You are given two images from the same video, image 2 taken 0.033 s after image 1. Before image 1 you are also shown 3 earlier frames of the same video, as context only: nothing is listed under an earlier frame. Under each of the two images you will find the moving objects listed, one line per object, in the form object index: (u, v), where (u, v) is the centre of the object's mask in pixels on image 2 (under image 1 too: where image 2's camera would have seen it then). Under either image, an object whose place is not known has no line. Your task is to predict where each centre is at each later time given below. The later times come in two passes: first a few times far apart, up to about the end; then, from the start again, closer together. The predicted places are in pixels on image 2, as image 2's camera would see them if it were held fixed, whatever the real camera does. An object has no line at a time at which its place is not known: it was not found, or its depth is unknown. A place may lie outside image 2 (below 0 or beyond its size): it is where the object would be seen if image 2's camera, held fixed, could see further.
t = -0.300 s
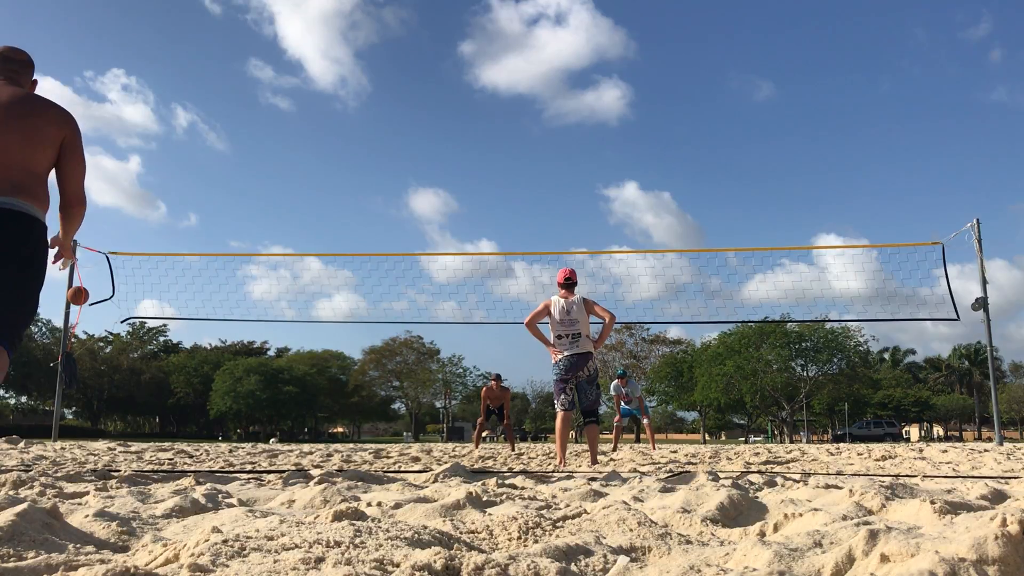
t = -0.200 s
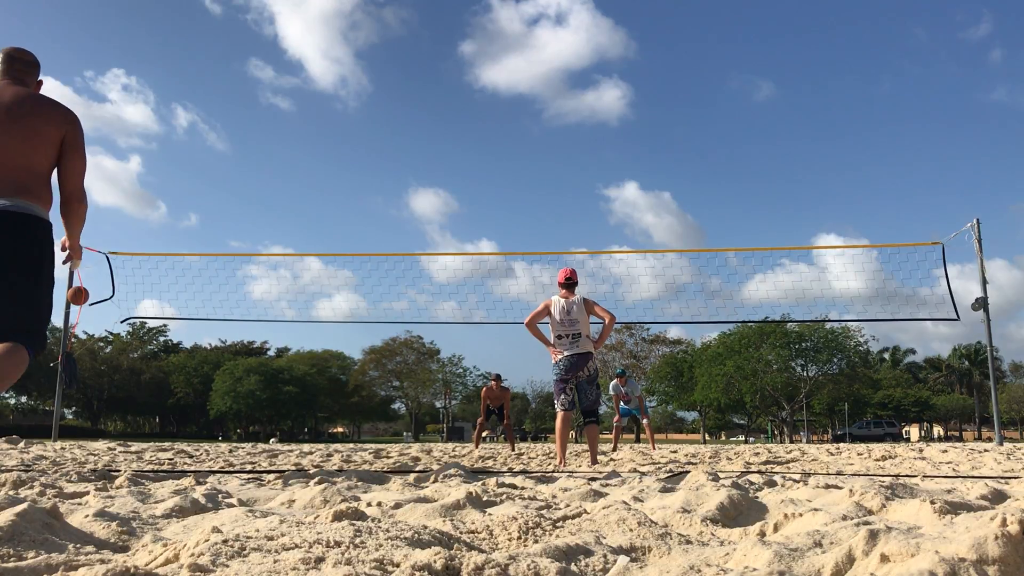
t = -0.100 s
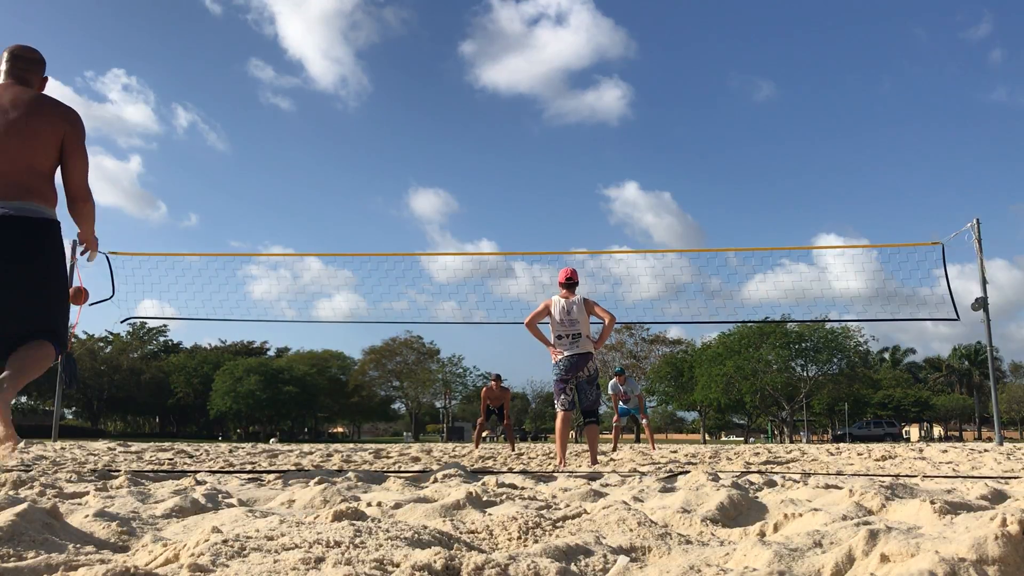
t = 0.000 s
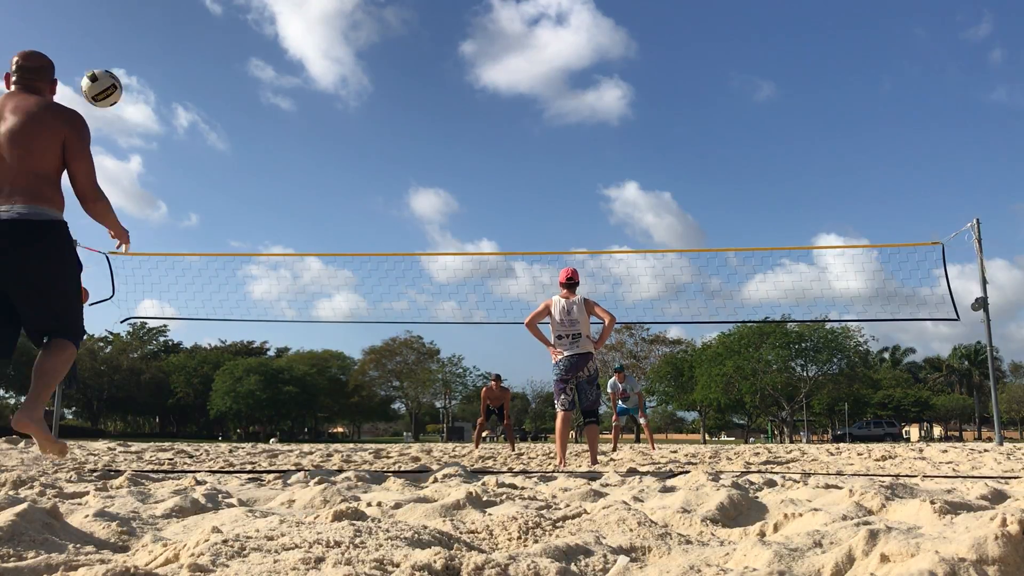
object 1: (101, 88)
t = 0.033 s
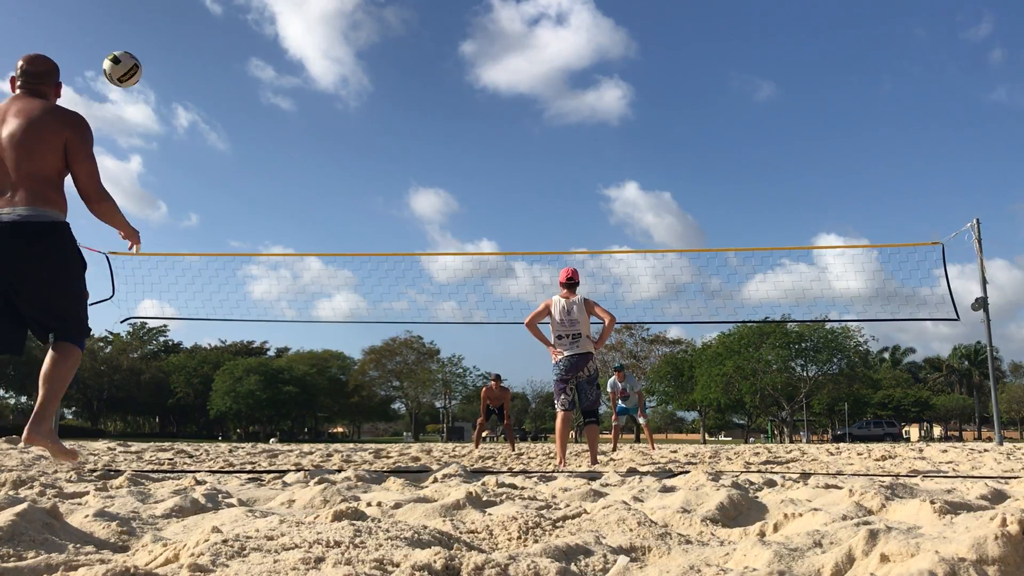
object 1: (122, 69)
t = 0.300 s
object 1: (228, 8)
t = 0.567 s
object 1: (284, 34)
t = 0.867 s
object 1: (326, 121)
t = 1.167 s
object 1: (359, 242)
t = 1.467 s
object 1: (385, 384)
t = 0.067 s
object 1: (141, 53)
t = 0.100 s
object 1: (157, 40)
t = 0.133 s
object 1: (173, 30)
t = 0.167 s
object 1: (186, 22)
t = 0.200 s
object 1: (198, 15)
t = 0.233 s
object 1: (209, 11)
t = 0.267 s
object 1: (219, 9)
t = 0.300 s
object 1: (228, 8)
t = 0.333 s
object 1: (237, 8)
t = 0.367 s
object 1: (245, 8)
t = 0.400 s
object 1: (252, 10)
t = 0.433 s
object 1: (260, 12)
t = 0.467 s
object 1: (266, 16)
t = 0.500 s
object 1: (273, 21)
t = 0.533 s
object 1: (279, 27)
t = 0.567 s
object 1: (284, 34)
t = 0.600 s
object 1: (290, 41)
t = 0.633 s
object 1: (295, 49)
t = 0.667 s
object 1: (300, 58)
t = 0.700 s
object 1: (305, 67)
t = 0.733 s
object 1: (309, 77)
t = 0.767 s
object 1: (313, 87)
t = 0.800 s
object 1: (318, 98)
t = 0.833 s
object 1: (322, 109)
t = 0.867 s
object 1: (326, 121)
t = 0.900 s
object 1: (330, 133)
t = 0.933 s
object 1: (334, 146)
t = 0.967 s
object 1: (337, 159)
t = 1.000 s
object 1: (341, 172)
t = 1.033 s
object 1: (345, 185)
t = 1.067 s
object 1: (348, 199)
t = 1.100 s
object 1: (352, 213)
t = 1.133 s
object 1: (355, 227)
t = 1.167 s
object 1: (359, 242)
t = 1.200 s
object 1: (362, 257)
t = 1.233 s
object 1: (366, 272)
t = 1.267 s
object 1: (369, 287)
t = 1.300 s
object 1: (371, 302)
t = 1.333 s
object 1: (374, 318)
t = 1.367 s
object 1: (377, 334)
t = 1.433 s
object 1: (382, 367)
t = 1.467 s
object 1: (385, 384)
